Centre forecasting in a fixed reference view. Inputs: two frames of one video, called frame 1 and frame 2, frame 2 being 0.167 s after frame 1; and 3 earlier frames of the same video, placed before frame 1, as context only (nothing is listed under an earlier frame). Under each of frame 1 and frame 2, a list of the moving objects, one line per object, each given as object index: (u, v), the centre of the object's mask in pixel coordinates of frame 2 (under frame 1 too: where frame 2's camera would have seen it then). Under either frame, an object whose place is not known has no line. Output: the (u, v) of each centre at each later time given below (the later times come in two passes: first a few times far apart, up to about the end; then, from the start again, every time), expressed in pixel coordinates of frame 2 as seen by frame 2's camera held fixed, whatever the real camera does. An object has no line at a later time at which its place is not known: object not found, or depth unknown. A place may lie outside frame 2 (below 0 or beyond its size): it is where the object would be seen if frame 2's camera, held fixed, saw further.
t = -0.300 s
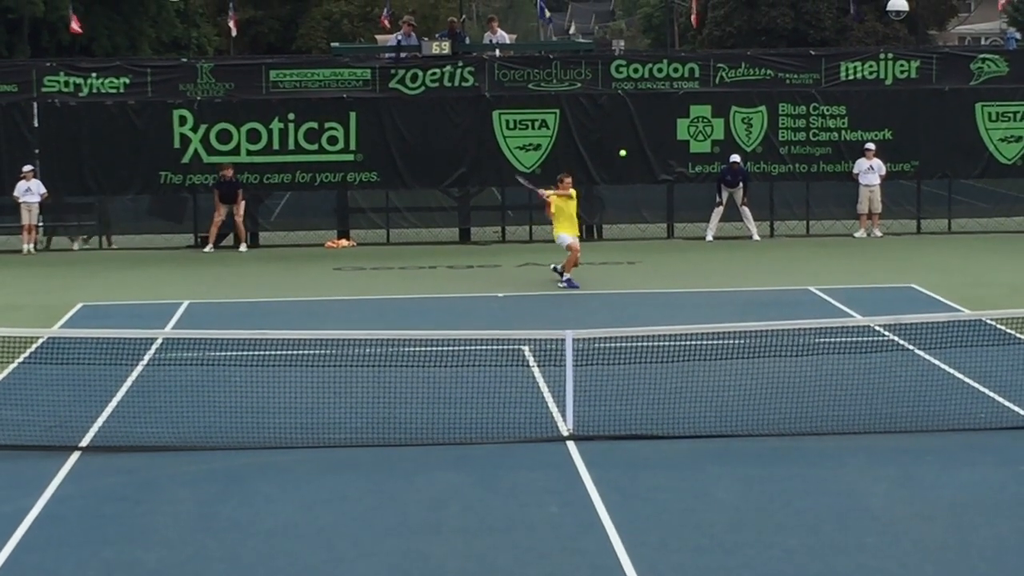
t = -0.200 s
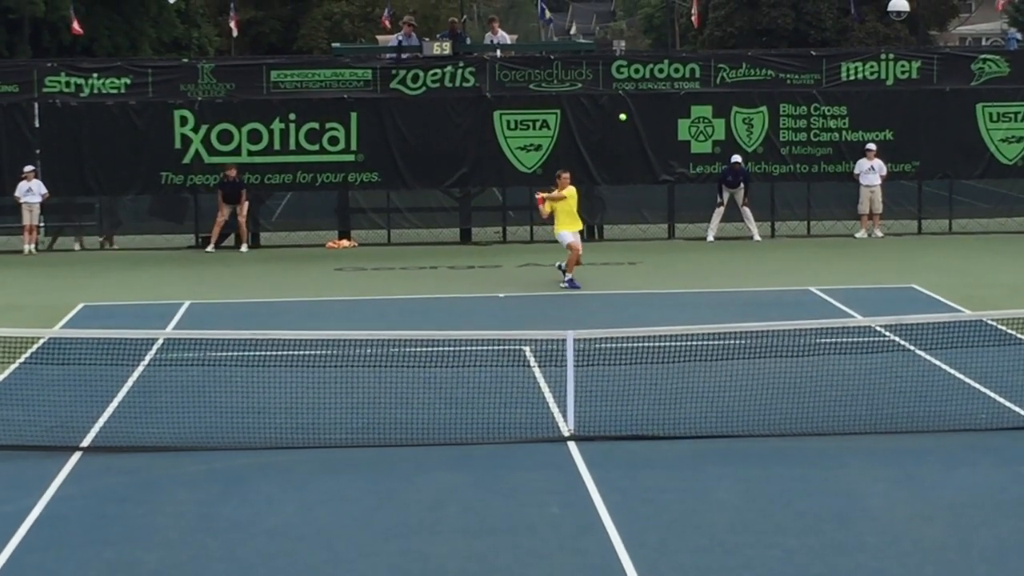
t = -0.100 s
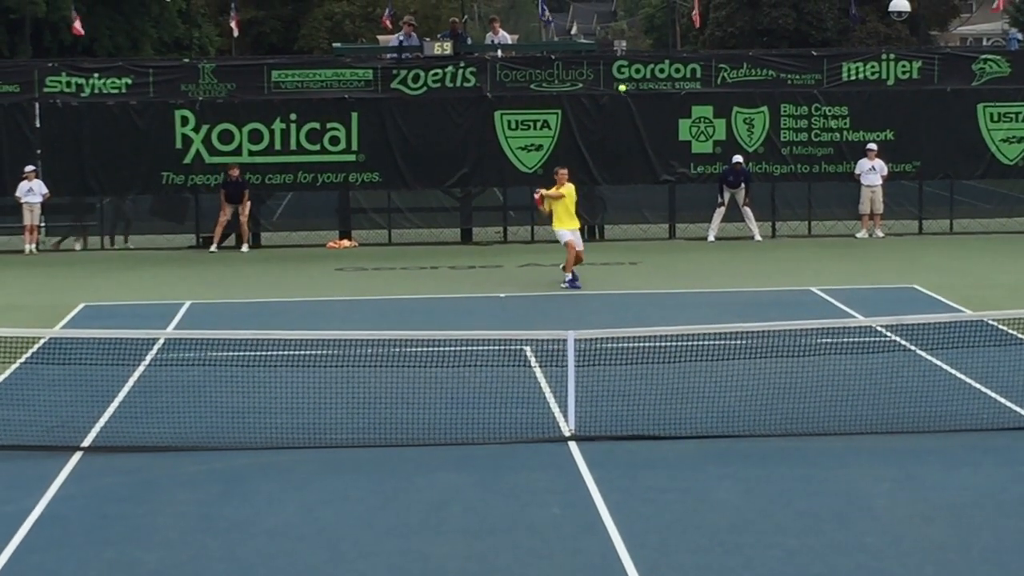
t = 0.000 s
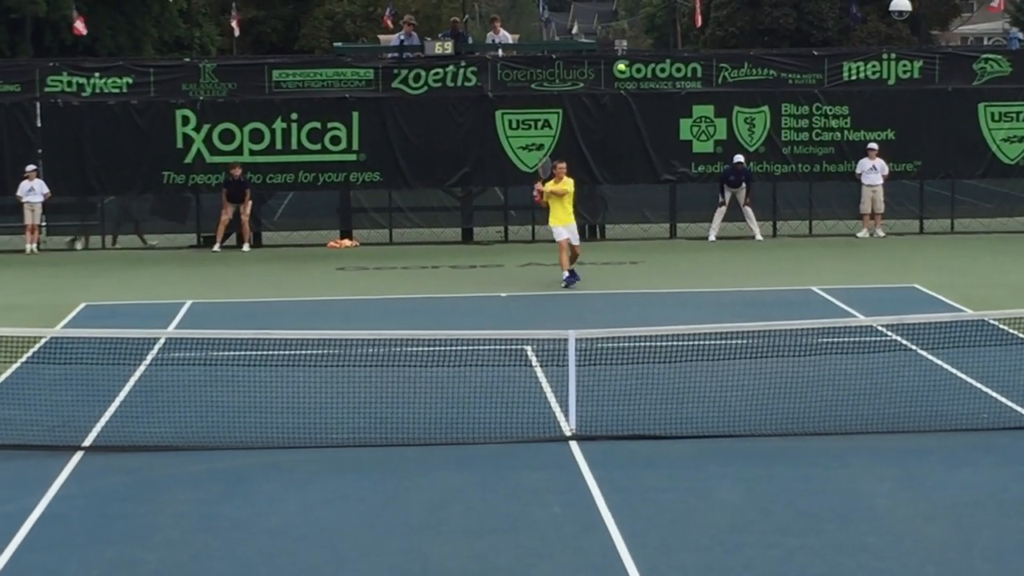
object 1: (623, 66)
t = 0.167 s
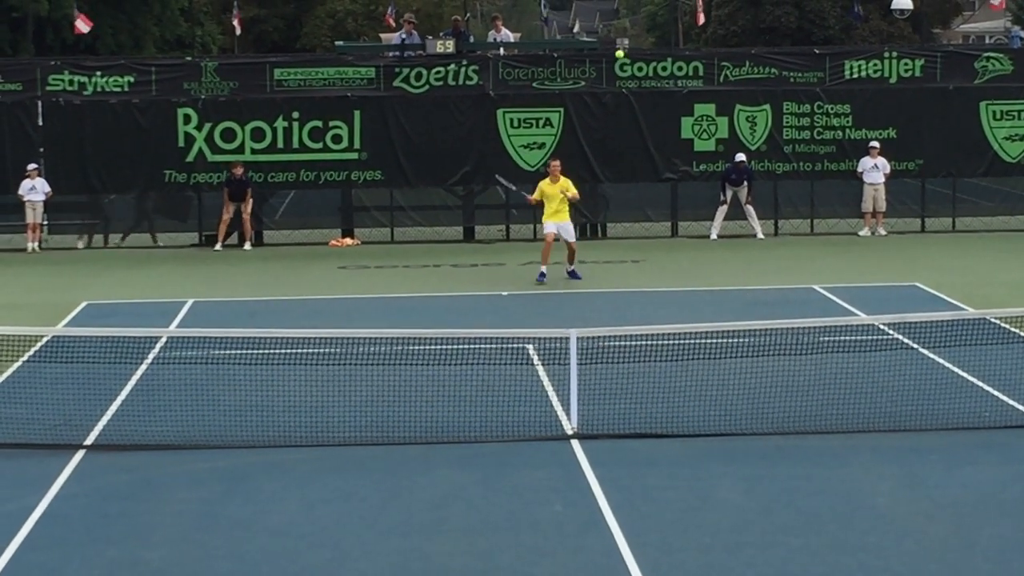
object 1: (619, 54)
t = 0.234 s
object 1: (618, 58)
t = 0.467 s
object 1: (613, 126)
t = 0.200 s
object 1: (618, 55)
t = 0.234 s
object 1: (618, 58)
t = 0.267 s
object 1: (617, 63)
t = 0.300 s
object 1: (616, 69)
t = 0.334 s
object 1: (616, 77)
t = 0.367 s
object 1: (615, 86)
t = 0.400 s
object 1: (614, 98)
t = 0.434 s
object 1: (613, 111)
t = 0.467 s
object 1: (613, 126)
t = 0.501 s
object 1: (612, 143)
